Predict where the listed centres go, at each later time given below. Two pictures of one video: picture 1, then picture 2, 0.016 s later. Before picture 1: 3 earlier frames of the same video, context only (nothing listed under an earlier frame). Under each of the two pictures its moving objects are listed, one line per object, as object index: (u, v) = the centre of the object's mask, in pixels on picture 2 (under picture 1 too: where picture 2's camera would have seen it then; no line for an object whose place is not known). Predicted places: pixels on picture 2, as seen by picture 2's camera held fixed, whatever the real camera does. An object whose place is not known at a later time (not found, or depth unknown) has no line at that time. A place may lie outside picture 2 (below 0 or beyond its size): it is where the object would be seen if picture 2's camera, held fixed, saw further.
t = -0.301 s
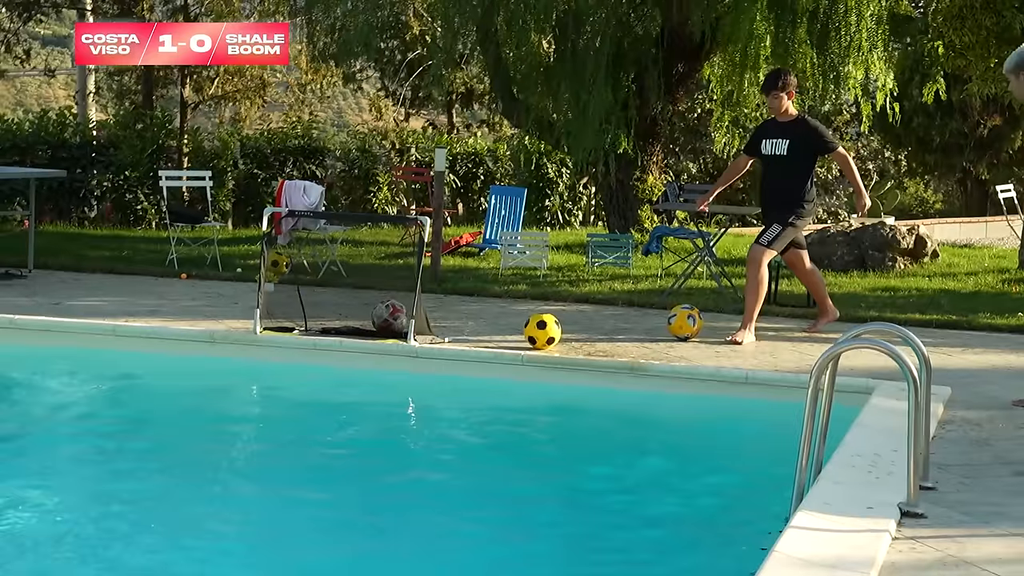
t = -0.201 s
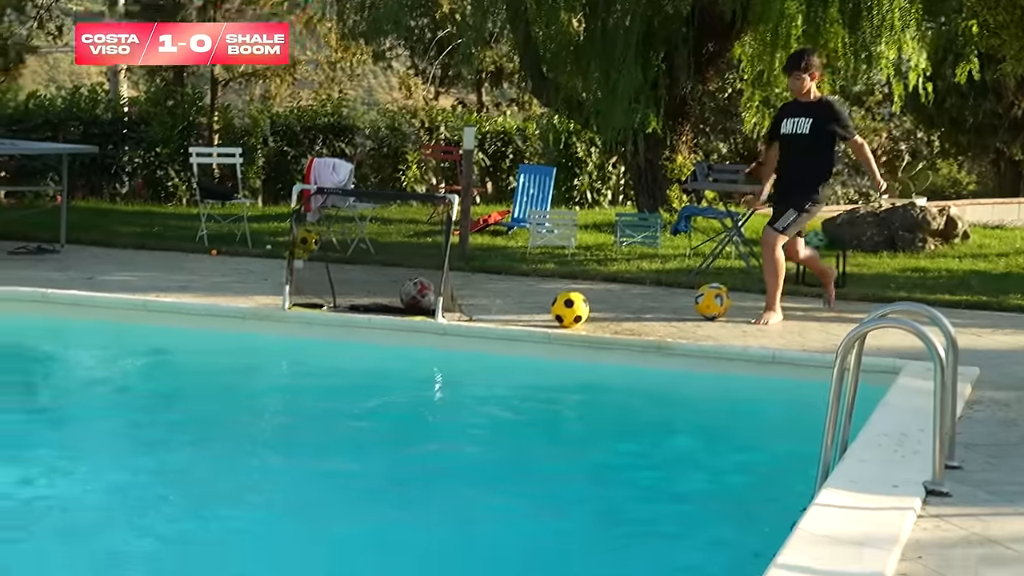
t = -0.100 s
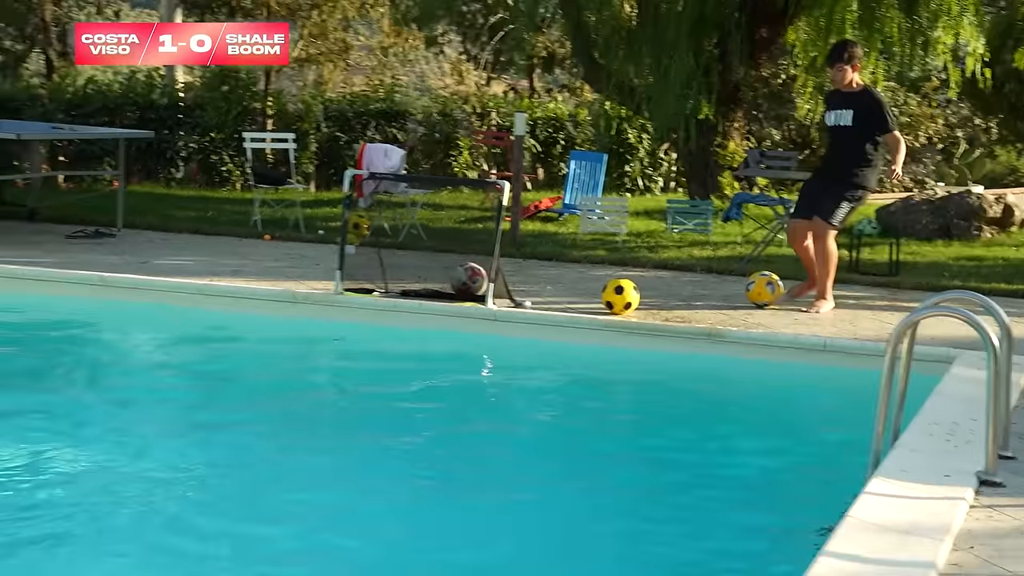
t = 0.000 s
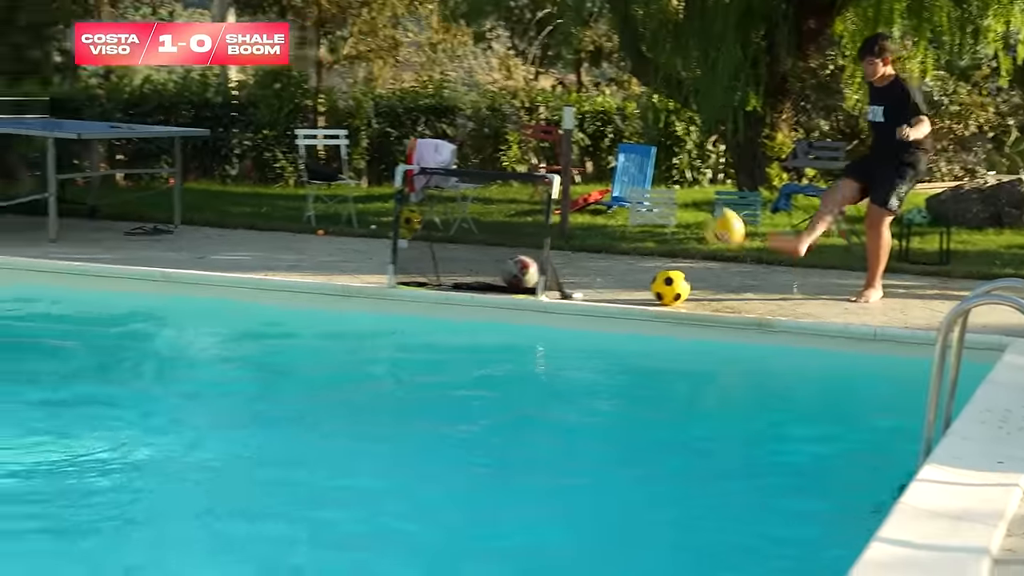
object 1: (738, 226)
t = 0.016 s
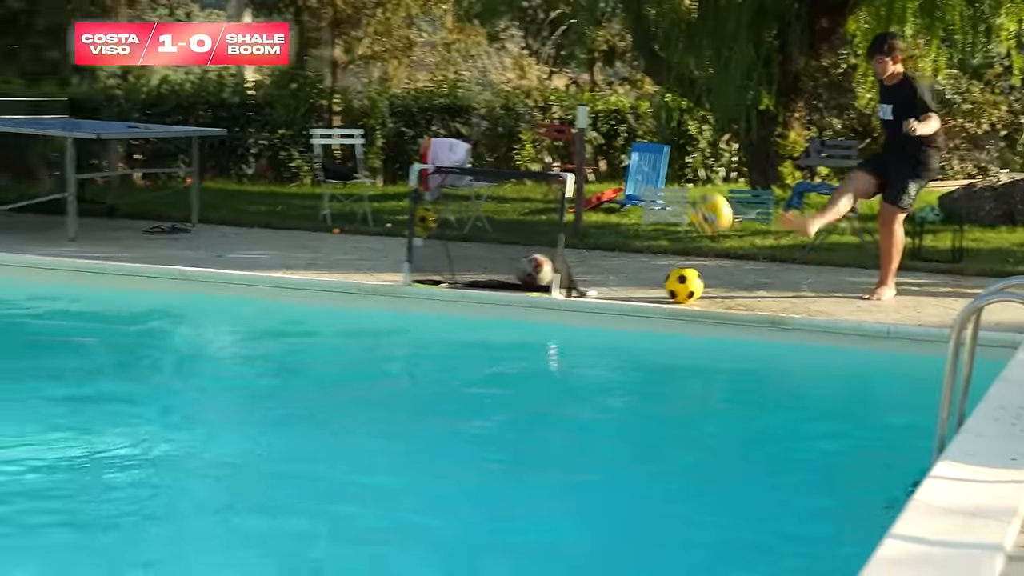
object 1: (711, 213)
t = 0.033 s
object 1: (686, 200)
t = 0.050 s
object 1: (662, 187)
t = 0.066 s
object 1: (634, 174)
